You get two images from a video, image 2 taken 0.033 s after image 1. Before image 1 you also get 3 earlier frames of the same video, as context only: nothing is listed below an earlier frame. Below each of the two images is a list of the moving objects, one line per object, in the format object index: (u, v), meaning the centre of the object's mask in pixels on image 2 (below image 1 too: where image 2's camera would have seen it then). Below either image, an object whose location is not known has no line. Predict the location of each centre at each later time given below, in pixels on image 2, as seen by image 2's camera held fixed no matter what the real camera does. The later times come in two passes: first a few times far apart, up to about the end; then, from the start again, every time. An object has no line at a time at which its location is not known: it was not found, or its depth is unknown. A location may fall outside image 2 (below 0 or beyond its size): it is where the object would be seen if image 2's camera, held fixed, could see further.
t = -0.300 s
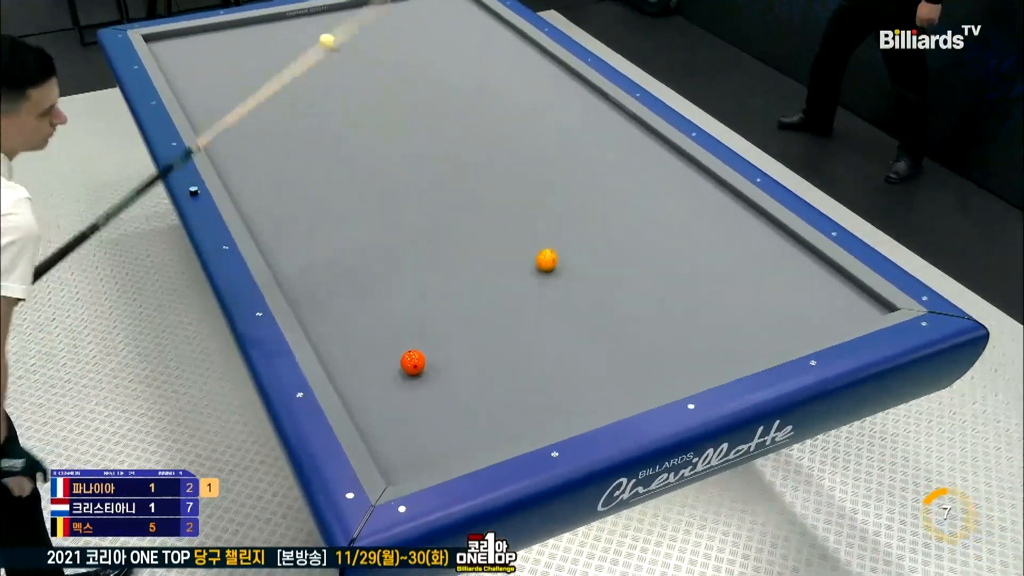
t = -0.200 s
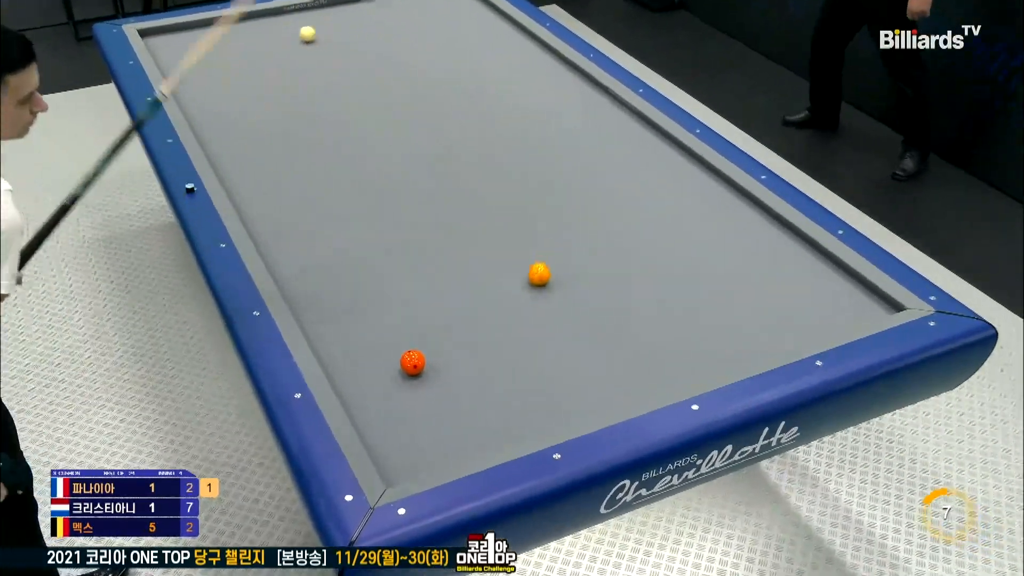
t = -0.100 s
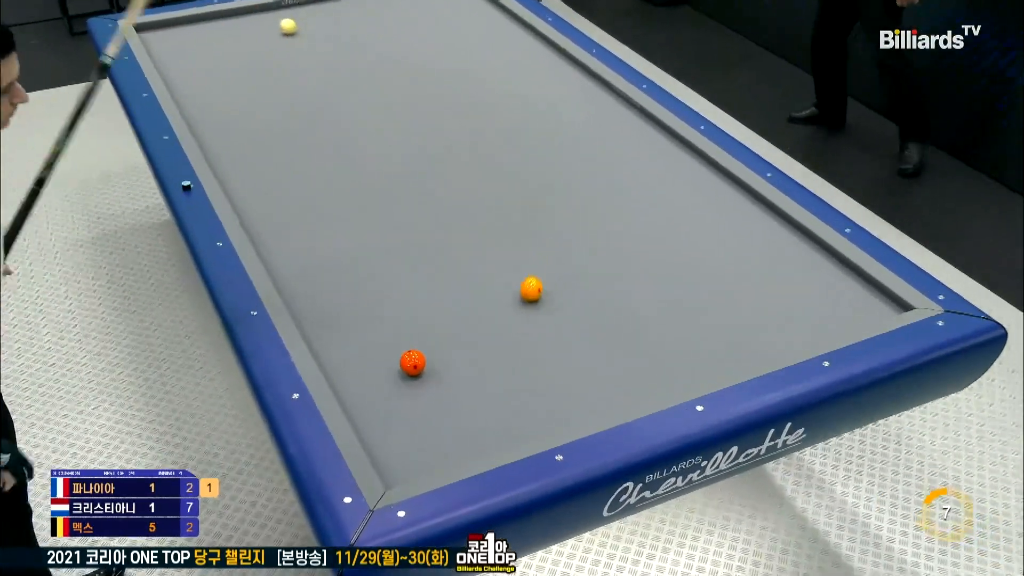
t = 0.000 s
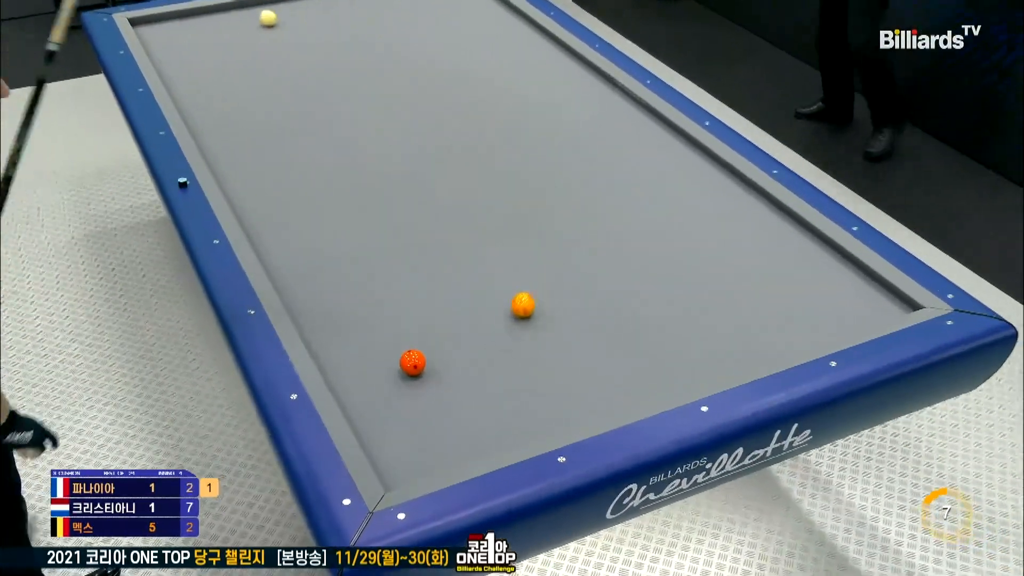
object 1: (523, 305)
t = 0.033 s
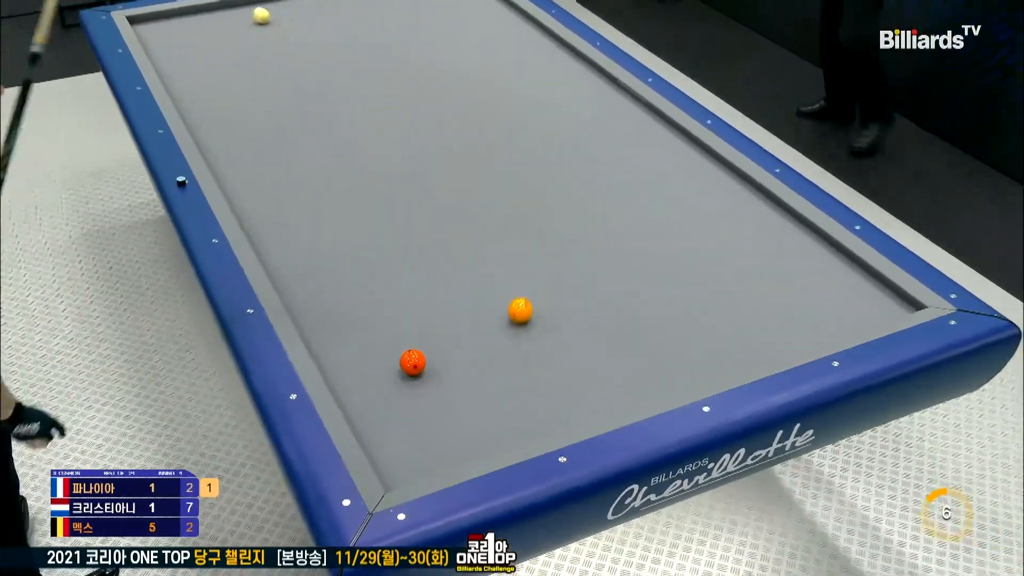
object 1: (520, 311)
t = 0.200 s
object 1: (502, 342)
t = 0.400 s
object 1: (478, 381)
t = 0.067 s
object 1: (516, 317)
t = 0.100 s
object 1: (513, 323)
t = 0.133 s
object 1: (509, 329)
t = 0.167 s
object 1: (505, 335)
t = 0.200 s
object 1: (502, 342)
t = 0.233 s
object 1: (498, 348)
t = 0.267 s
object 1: (494, 355)
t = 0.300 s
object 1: (490, 361)
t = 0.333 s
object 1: (486, 368)
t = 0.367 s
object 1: (482, 374)
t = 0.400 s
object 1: (478, 381)
